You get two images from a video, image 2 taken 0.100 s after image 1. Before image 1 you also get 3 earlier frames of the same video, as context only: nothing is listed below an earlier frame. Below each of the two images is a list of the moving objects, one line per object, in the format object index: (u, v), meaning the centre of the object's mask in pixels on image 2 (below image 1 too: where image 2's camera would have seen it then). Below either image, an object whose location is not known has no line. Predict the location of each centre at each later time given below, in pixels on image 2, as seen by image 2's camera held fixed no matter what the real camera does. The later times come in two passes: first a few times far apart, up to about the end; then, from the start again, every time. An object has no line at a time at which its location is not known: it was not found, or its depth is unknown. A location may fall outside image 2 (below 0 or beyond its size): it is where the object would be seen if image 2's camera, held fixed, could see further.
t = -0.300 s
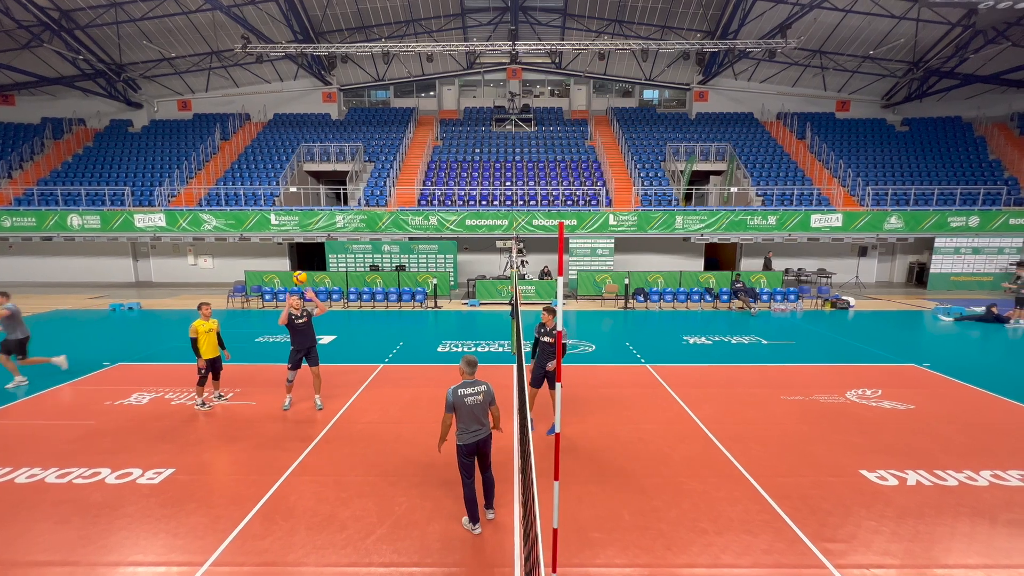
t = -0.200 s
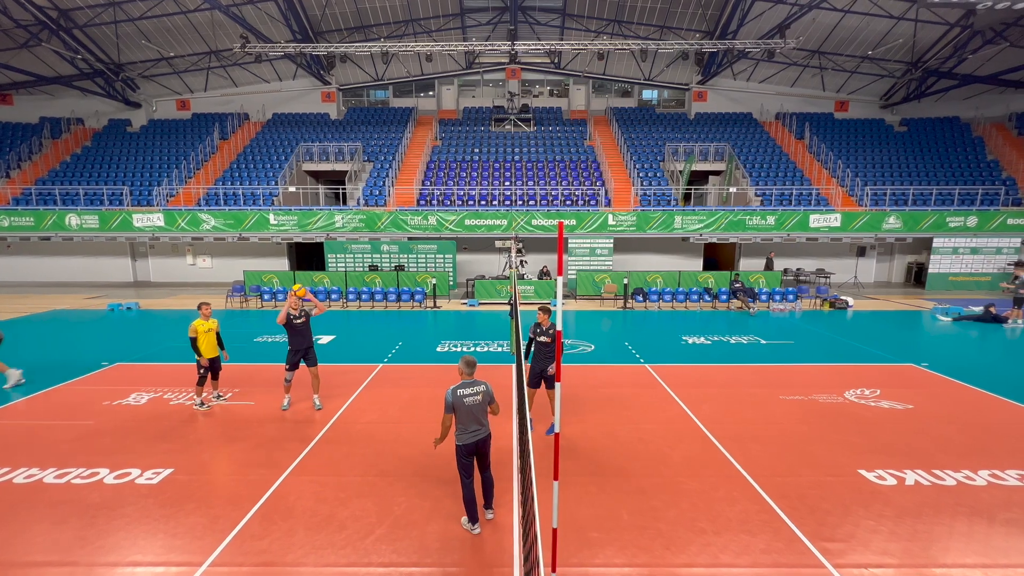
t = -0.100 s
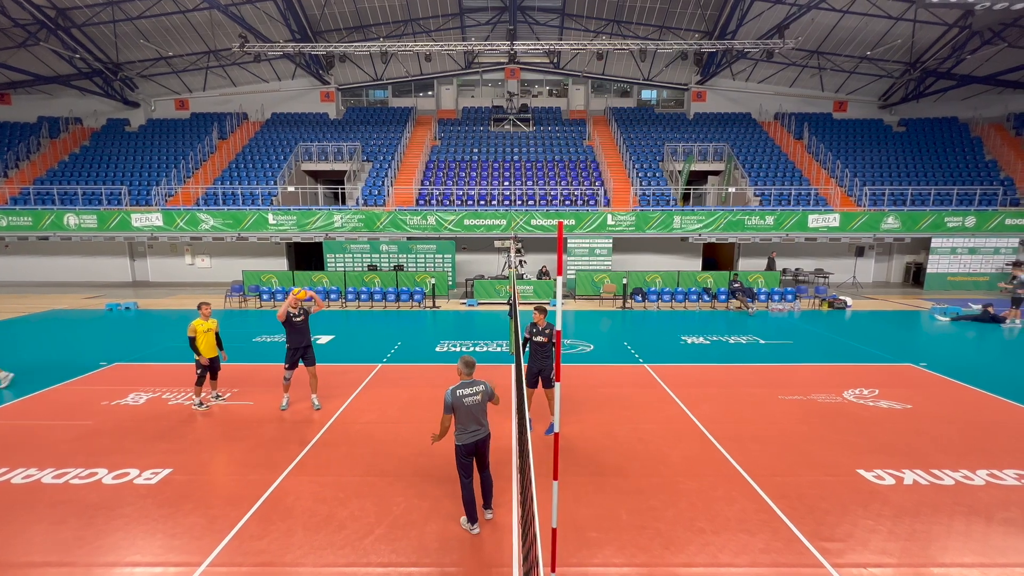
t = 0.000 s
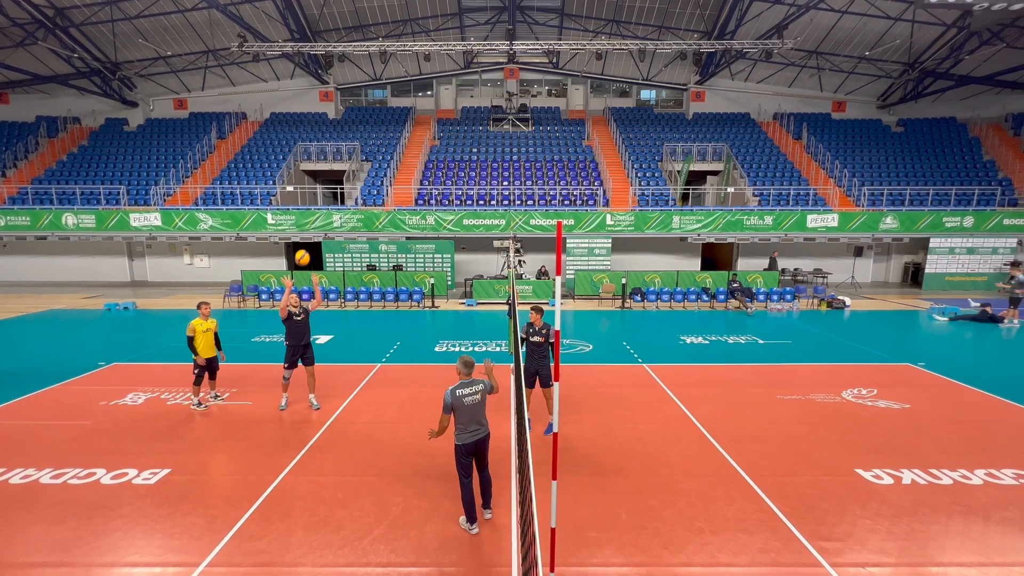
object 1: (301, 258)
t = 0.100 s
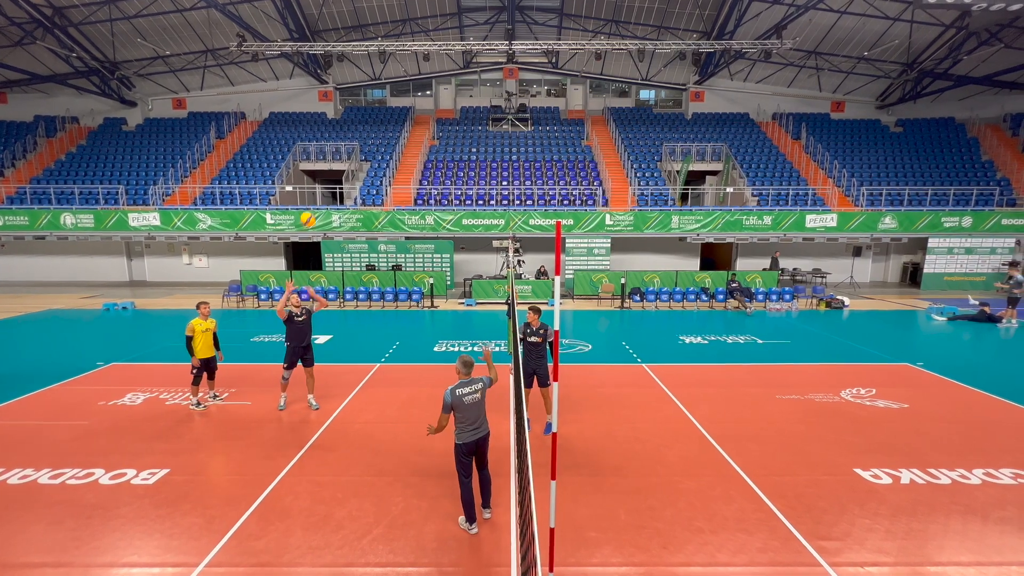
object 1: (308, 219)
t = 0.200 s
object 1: (315, 185)
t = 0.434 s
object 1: (335, 128)
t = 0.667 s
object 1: (362, 106)
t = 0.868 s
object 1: (389, 124)
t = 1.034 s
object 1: (414, 169)
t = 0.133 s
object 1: (310, 207)
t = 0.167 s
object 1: (313, 197)
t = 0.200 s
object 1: (315, 185)
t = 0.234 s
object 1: (318, 175)
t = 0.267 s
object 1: (321, 166)
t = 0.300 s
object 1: (323, 156)
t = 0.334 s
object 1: (326, 149)
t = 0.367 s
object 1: (329, 141)
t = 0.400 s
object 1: (332, 134)
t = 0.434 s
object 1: (335, 128)
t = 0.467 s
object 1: (339, 122)
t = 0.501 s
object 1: (342, 117)
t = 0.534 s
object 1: (346, 113)
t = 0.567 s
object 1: (349, 110)
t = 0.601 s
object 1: (353, 108)
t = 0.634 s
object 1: (357, 106)
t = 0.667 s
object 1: (362, 106)
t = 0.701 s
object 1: (366, 107)
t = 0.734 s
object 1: (370, 108)
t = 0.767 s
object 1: (375, 110)
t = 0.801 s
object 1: (379, 114)
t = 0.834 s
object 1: (384, 118)
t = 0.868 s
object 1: (389, 124)
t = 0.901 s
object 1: (394, 131)
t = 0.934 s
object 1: (399, 139)
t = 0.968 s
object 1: (404, 148)
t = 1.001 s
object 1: (409, 158)
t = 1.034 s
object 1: (414, 169)
